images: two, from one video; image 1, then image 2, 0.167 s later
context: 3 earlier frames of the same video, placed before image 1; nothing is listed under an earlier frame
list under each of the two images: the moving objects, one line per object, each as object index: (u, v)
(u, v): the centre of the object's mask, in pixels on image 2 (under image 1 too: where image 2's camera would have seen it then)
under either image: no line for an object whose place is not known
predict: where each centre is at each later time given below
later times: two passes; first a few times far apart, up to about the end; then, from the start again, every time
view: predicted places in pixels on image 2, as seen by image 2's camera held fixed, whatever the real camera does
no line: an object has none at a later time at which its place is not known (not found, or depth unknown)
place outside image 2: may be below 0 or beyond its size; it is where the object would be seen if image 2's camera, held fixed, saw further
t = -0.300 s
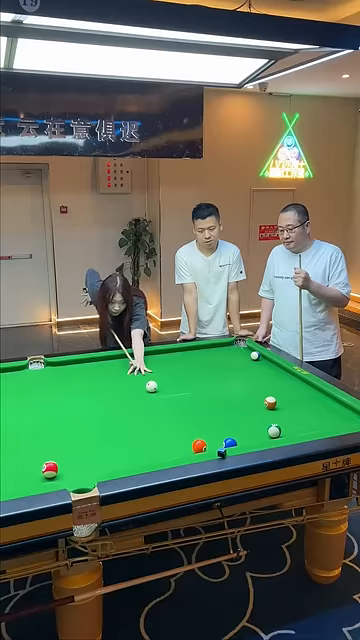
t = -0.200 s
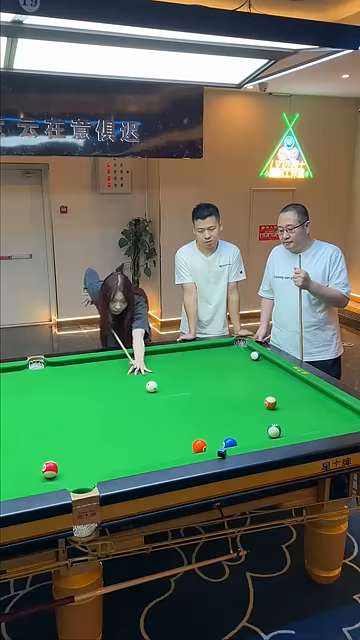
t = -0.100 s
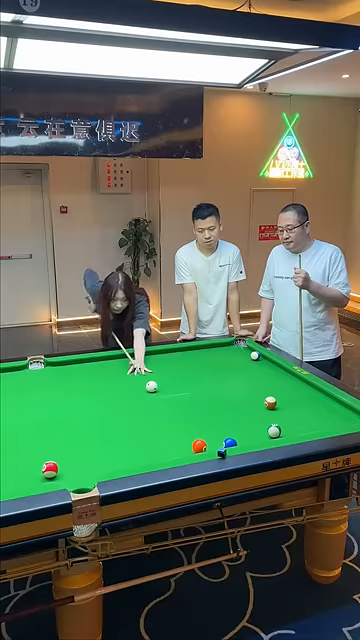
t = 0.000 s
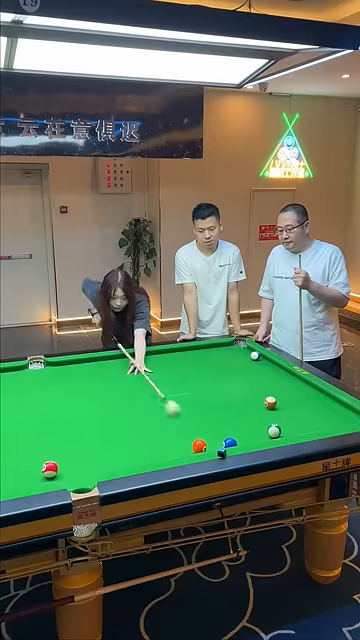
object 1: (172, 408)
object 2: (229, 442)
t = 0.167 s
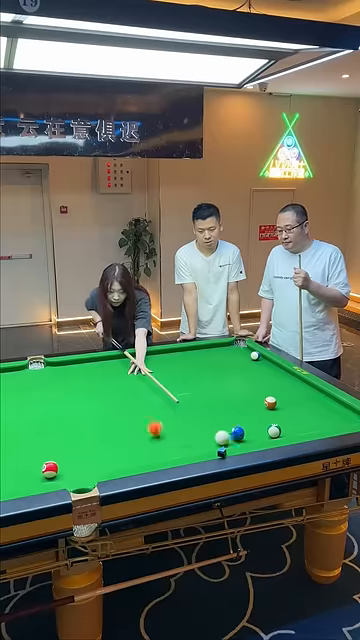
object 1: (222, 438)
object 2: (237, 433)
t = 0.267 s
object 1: (231, 435)
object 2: (240, 419)
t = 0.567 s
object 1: (260, 437)
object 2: (247, 387)
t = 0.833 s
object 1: (262, 433)
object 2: (252, 366)
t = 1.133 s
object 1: (259, 429)
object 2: (249, 355)
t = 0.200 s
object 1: (224, 437)
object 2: (238, 428)
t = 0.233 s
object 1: (227, 436)
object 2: (240, 423)
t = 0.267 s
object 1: (231, 435)
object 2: (240, 419)
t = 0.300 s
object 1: (234, 435)
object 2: (241, 415)
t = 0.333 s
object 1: (237, 435)
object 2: (242, 411)
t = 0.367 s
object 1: (240, 435)
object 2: (243, 407)
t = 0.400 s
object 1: (244, 436)
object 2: (244, 403)
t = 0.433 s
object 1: (247, 436)
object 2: (245, 400)
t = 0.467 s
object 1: (251, 437)
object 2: (245, 397)
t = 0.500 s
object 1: (255, 437)
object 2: (246, 393)
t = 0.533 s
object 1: (259, 438)
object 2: (247, 390)
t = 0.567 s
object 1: (260, 437)
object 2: (247, 387)
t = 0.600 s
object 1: (260, 436)
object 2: (248, 384)
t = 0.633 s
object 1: (260, 436)
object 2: (248, 381)
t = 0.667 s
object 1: (261, 435)
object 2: (249, 378)
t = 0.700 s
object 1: (261, 434)
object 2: (249, 376)
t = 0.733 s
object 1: (262, 434)
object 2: (250, 373)
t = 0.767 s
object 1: (262, 434)
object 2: (251, 371)
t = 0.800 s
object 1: (262, 433)
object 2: (251, 368)
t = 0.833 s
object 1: (262, 433)
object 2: (252, 366)
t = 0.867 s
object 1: (262, 433)
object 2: (252, 364)
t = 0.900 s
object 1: (262, 432)
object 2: (252, 362)
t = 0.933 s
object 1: (261, 432)
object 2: (252, 360)
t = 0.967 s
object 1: (260, 431)
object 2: (252, 359)
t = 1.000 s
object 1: (260, 431)
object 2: (252, 358)
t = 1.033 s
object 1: (260, 430)
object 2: (251, 357)
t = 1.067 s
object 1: (260, 430)
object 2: (251, 357)
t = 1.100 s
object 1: (259, 429)
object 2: (250, 356)
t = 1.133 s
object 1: (259, 429)
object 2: (249, 355)
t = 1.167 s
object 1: (258, 429)
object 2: (249, 356)
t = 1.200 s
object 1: (258, 428)
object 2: (249, 355)
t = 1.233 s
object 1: (258, 428)
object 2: (248, 355)
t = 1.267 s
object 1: (258, 428)
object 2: (248, 354)
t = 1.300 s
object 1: (257, 427)
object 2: (248, 354)
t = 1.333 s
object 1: (257, 426)
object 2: (247, 353)
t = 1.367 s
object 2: (246, 353)
